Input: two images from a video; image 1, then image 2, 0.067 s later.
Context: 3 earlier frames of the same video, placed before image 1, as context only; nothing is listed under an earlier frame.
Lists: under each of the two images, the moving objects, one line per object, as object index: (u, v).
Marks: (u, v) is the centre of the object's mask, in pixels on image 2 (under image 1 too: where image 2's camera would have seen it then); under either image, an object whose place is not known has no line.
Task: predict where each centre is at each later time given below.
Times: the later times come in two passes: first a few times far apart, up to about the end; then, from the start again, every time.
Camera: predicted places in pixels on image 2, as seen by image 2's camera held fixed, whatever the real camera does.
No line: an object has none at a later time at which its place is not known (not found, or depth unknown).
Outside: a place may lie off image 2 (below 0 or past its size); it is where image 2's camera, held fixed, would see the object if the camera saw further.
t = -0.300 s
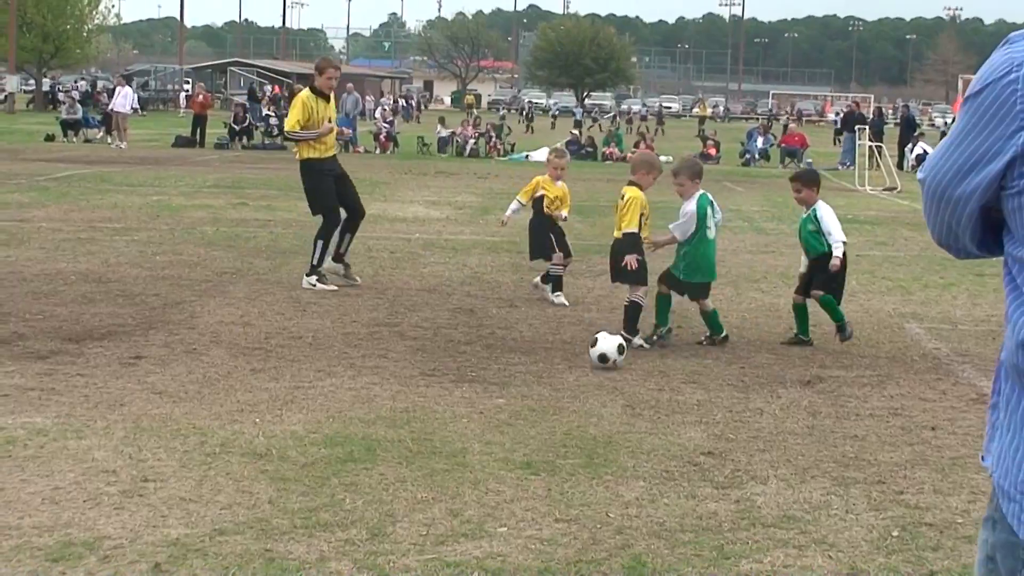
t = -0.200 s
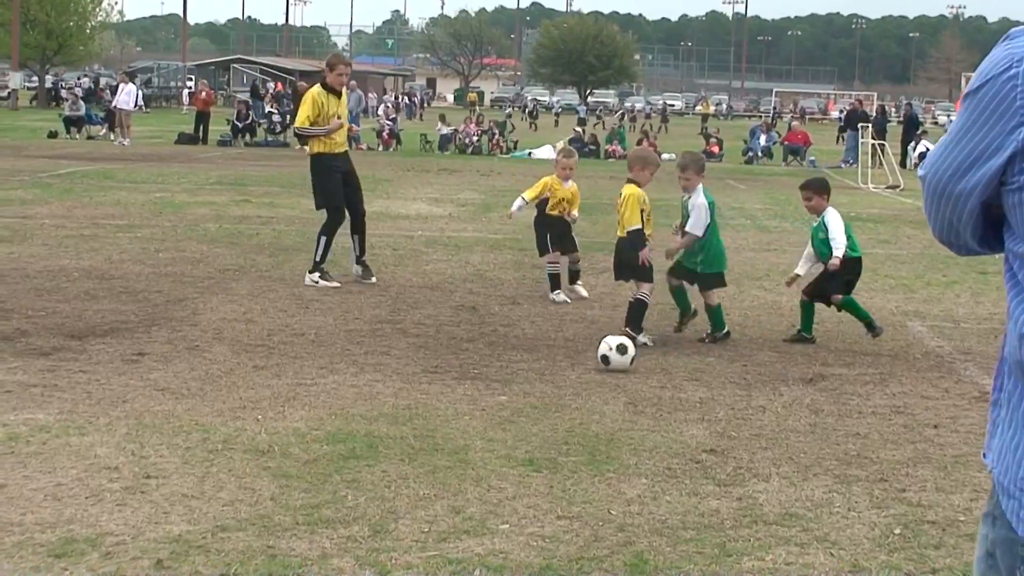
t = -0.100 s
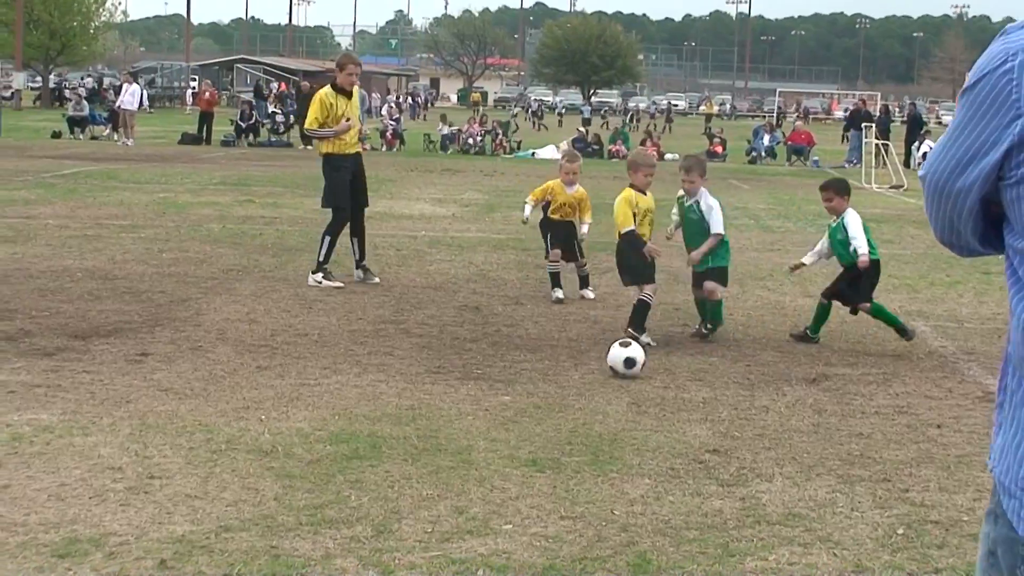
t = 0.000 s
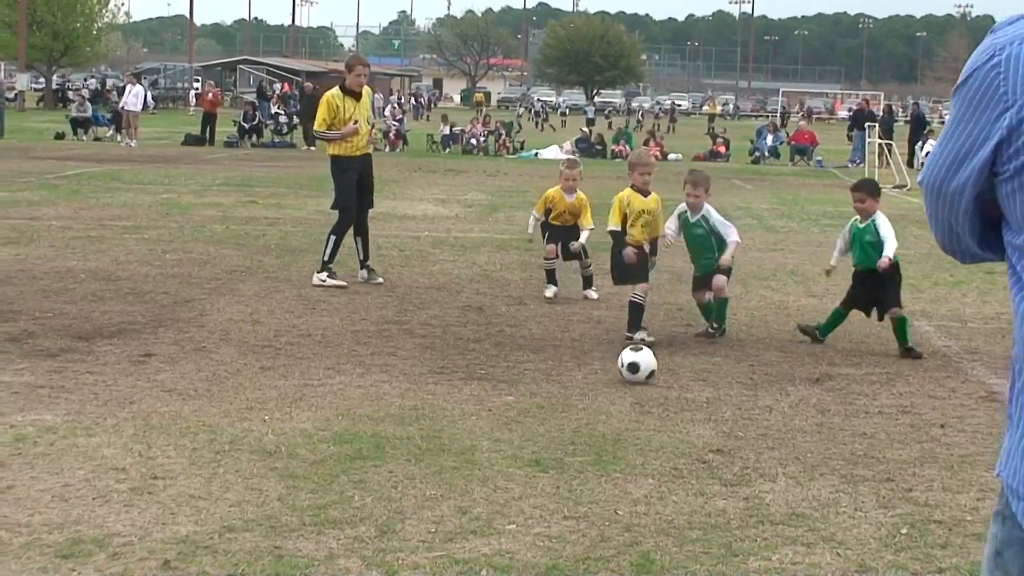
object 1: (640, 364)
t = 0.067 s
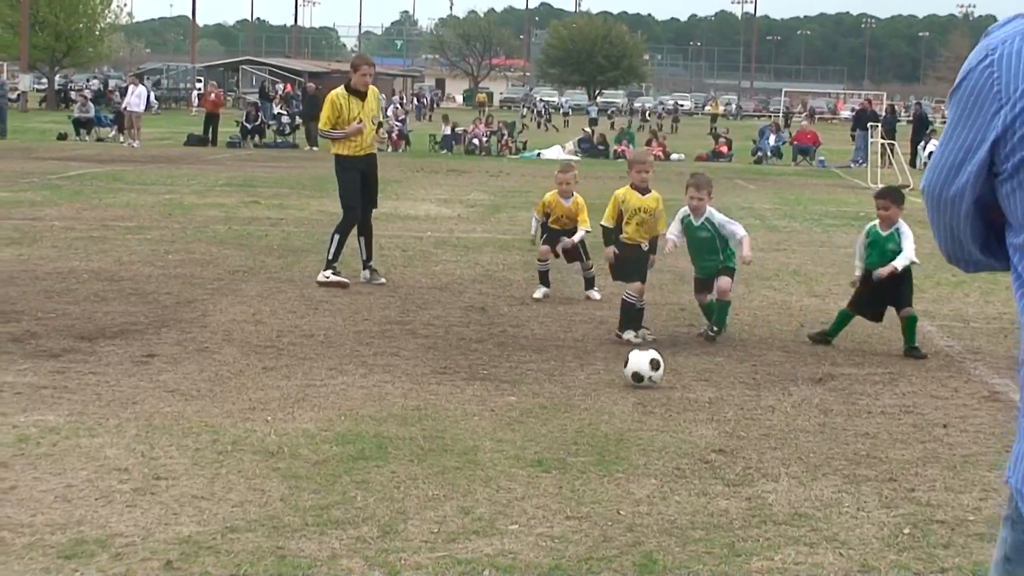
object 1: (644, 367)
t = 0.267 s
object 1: (657, 378)
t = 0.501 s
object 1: (673, 389)
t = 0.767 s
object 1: (693, 403)
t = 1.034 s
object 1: (713, 415)
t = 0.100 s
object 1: (646, 369)
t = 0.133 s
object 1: (649, 372)
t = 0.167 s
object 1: (652, 373)
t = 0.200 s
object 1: (653, 375)
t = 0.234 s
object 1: (655, 376)
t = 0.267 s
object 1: (657, 378)
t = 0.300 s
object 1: (659, 380)
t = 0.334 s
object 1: (662, 381)
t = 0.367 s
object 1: (665, 384)
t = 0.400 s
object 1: (666, 385)
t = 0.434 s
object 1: (668, 388)
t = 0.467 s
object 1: (670, 388)
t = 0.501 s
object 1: (673, 389)
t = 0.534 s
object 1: (675, 392)
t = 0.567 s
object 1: (678, 393)
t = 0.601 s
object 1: (680, 393)
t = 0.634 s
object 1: (683, 396)
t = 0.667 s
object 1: (685, 397)
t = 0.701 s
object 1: (687, 399)
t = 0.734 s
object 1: (689, 401)
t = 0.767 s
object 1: (693, 403)
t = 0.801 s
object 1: (695, 405)
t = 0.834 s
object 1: (698, 406)
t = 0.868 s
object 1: (700, 408)
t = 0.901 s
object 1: (701, 409)
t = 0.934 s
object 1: (704, 410)
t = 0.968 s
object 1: (706, 412)
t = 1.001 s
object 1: (710, 414)
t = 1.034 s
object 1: (713, 415)
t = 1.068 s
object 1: (717, 416)
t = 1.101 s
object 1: (719, 418)
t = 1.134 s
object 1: (721, 420)
